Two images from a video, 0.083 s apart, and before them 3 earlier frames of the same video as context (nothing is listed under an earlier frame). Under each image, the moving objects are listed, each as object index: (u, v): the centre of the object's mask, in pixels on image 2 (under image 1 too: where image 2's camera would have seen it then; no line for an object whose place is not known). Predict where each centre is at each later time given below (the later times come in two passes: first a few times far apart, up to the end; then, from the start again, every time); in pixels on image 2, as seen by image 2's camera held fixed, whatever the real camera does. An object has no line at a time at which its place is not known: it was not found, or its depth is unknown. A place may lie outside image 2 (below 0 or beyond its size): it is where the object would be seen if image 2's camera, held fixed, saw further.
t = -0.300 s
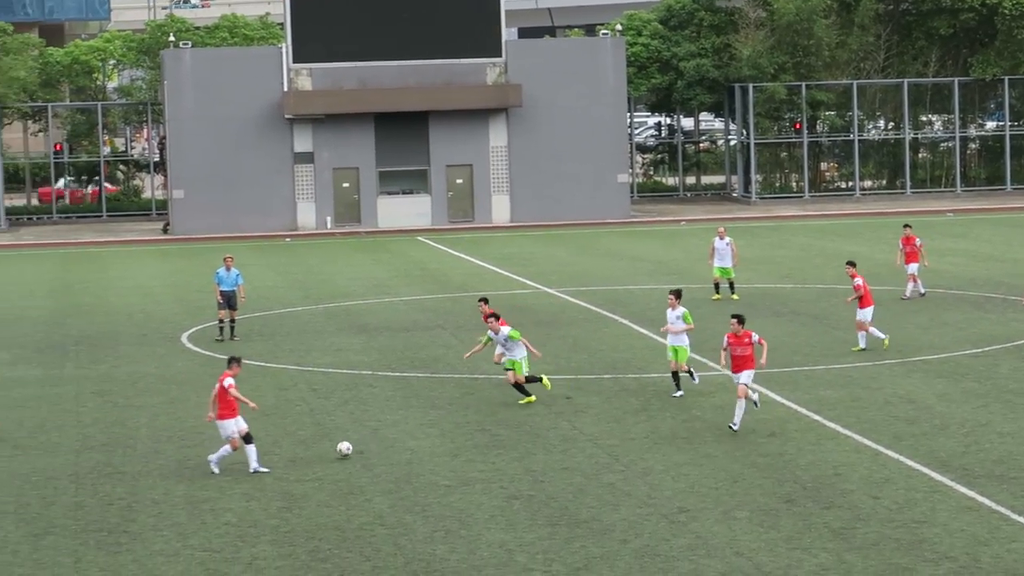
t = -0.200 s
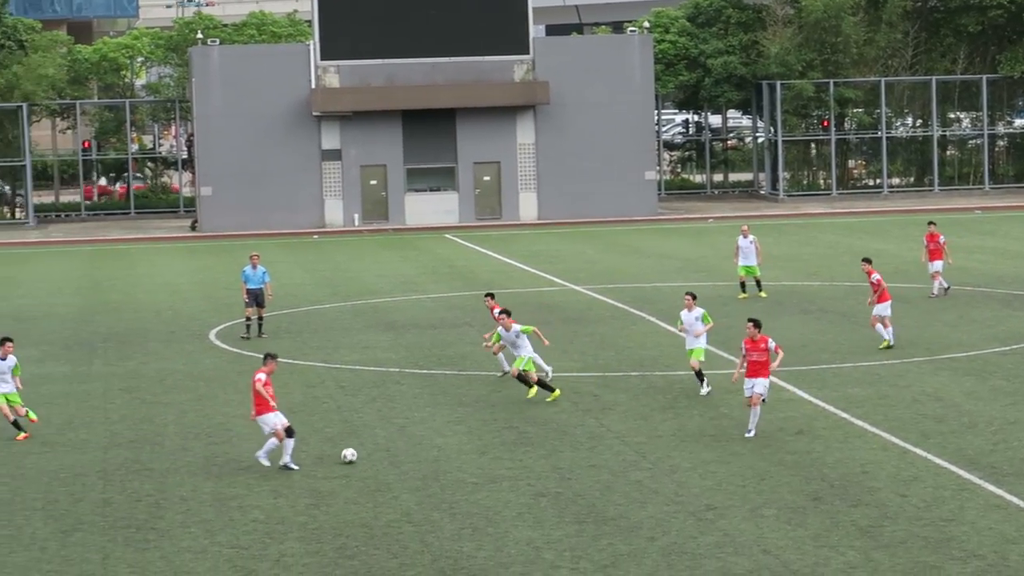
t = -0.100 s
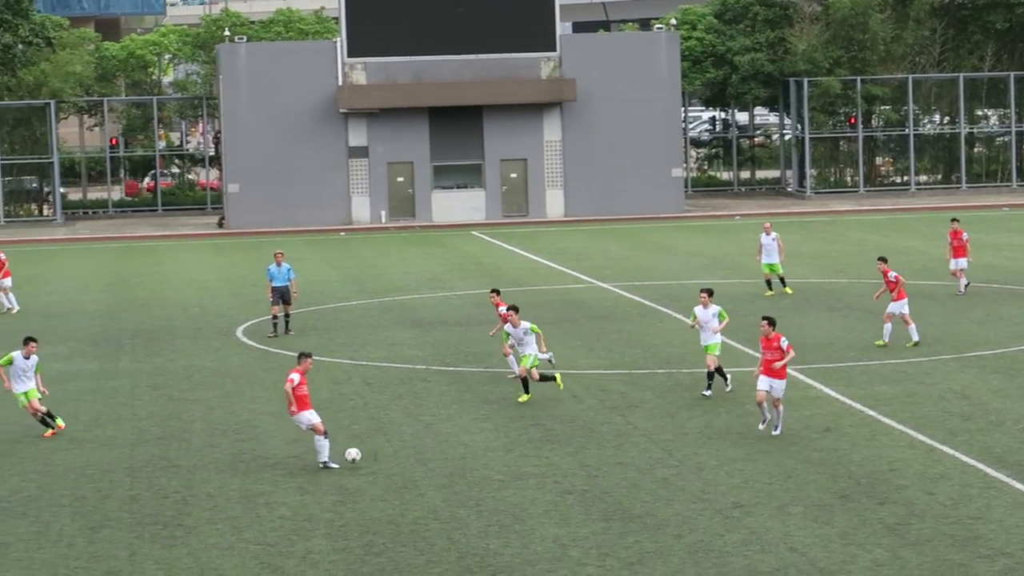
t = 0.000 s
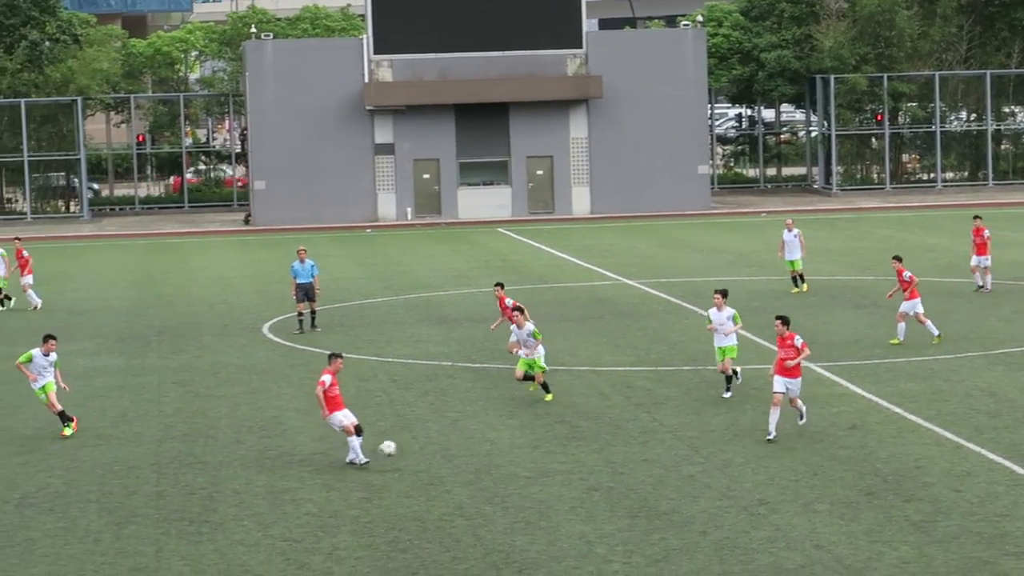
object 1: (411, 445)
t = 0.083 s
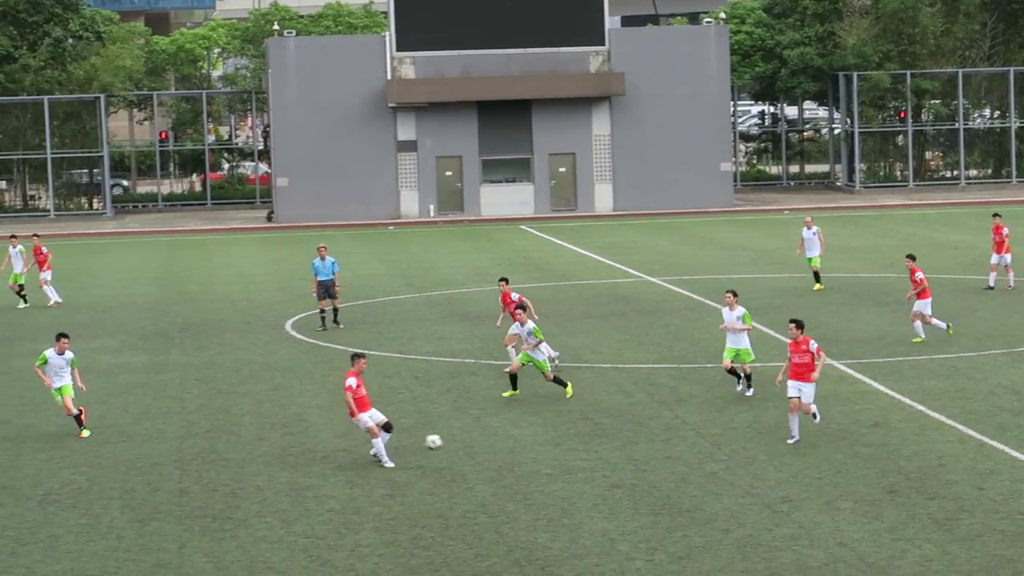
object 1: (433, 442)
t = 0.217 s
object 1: (470, 447)
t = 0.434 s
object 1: (529, 475)
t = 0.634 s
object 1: (548, 475)
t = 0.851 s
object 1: (568, 494)
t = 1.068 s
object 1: (588, 507)
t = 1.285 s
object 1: (607, 521)
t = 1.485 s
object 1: (624, 531)
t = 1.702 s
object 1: (643, 545)
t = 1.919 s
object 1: (661, 556)
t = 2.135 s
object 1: (678, 568)
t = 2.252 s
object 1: (686, 574)
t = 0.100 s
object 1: (438, 442)
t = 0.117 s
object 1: (442, 442)
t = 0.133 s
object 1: (447, 442)
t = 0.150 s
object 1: (452, 442)
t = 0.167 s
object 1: (457, 443)
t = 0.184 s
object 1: (461, 445)
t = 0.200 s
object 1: (466, 446)
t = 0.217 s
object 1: (470, 447)
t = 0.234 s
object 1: (476, 448)
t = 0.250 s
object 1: (480, 450)
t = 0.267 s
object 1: (486, 452)
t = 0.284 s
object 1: (490, 455)
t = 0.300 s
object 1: (495, 457)
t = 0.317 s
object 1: (501, 459)
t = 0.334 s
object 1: (505, 463)
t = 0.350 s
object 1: (510, 465)
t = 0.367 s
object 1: (515, 469)
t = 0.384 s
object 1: (521, 473)
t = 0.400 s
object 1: (525, 476)
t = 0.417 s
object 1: (528, 476)
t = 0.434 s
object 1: (529, 475)
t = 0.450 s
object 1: (531, 474)
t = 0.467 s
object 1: (532, 473)
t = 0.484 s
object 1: (534, 472)
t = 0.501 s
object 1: (535, 472)
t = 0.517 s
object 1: (537, 471)
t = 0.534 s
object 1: (538, 471)
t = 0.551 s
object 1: (540, 471)
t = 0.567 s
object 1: (542, 472)
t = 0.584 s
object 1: (543, 473)
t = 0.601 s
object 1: (545, 473)
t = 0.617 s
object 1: (546, 475)
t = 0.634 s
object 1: (548, 475)
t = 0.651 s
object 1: (549, 477)
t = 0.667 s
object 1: (551, 479)
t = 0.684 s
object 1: (553, 481)
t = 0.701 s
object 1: (554, 483)
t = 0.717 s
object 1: (556, 485)
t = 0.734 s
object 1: (557, 488)
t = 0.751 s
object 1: (559, 491)
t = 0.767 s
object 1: (561, 494)
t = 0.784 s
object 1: (562, 495)
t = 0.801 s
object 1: (563, 494)
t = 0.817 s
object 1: (565, 494)
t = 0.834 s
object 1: (567, 493)
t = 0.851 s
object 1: (568, 494)
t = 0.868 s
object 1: (569, 494)
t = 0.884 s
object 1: (571, 494)
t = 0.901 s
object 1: (572, 495)
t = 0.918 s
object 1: (574, 496)
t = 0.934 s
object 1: (575, 497)
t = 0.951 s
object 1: (577, 498)
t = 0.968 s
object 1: (579, 500)
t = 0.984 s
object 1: (580, 502)
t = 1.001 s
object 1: (582, 505)
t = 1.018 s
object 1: (583, 507)
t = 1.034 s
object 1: (585, 508)
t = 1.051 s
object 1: (586, 507)
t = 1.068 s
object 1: (588, 507)
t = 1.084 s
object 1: (589, 508)
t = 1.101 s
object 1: (590, 508)
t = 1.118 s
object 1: (592, 508)
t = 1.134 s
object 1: (594, 509)
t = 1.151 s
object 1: (595, 511)
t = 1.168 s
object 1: (596, 512)
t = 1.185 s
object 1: (598, 513)
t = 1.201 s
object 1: (599, 515)
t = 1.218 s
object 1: (601, 517)
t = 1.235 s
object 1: (602, 519)
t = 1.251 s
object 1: (604, 520)
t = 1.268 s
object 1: (606, 520)
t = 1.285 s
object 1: (607, 521)
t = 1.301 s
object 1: (608, 522)
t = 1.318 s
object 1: (610, 523)
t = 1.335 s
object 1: (611, 524)
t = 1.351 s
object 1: (613, 525)
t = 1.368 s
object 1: (614, 526)
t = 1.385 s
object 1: (616, 527)
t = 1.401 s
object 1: (617, 528)
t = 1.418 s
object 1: (619, 527)
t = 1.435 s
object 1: (620, 528)
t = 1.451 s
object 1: (621, 529)
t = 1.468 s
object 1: (623, 530)
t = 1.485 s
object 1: (624, 531)
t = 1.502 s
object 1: (626, 532)
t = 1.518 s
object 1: (628, 534)
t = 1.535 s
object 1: (629, 536)
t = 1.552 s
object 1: (631, 536)
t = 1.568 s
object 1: (632, 537)
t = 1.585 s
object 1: (633, 537)
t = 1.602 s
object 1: (635, 538)
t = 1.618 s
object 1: (636, 539)
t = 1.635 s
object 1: (638, 540)
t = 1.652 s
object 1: (639, 541)
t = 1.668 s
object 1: (640, 543)
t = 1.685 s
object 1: (642, 544)
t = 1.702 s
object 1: (643, 545)
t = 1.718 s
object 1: (645, 545)
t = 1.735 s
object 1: (646, 546)
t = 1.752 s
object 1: (647, 547)
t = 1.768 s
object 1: (648, 548)
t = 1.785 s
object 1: (650, 549)
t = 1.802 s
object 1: (651, 549)
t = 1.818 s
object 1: (653, 550)
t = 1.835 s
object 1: (654, 551)
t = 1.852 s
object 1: (655, 553)
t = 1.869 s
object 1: (657, 554)
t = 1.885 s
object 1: (658, 555)
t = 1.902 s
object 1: (659, 555)
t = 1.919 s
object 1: (661, 556)
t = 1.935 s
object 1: (662, 557)
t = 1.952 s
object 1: (663, 558)
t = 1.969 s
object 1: (664, 560)
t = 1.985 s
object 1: (666, 561)
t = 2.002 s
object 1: (667, 561)
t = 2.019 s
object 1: (668, 562)
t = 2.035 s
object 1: (670, 563)
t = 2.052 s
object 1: (671, 563)
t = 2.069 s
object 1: (672, 565)
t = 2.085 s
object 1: (674, 566)
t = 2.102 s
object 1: (675, 567)
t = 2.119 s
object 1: (676, 568)
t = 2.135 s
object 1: (678, 568)
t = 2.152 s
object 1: (679, 570)
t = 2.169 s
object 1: (680, 571)
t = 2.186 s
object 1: (681, 572)
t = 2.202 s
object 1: (682, 573)
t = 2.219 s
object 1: (684, 574)
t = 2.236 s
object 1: (685, 574)
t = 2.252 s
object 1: (686, 574)
